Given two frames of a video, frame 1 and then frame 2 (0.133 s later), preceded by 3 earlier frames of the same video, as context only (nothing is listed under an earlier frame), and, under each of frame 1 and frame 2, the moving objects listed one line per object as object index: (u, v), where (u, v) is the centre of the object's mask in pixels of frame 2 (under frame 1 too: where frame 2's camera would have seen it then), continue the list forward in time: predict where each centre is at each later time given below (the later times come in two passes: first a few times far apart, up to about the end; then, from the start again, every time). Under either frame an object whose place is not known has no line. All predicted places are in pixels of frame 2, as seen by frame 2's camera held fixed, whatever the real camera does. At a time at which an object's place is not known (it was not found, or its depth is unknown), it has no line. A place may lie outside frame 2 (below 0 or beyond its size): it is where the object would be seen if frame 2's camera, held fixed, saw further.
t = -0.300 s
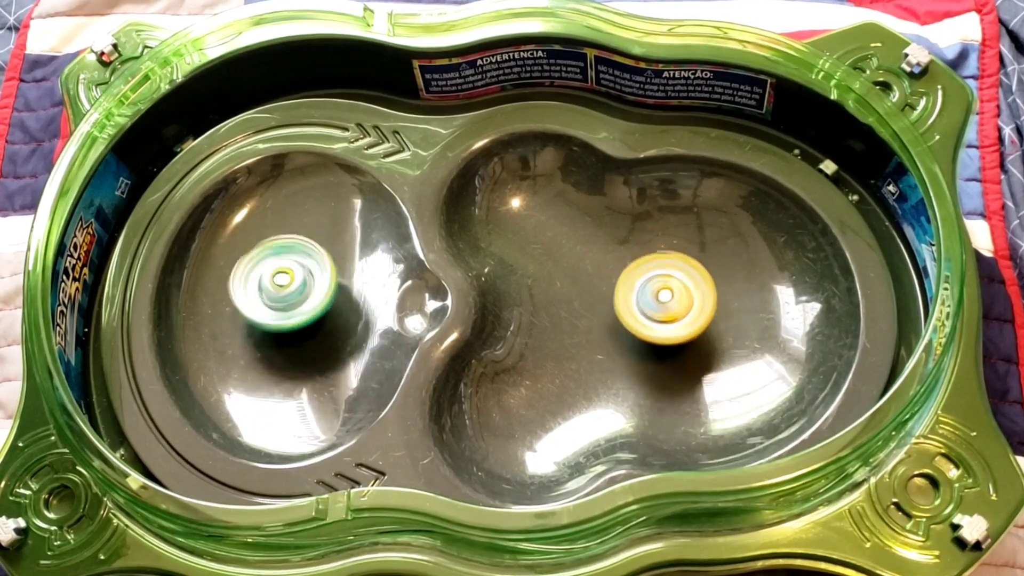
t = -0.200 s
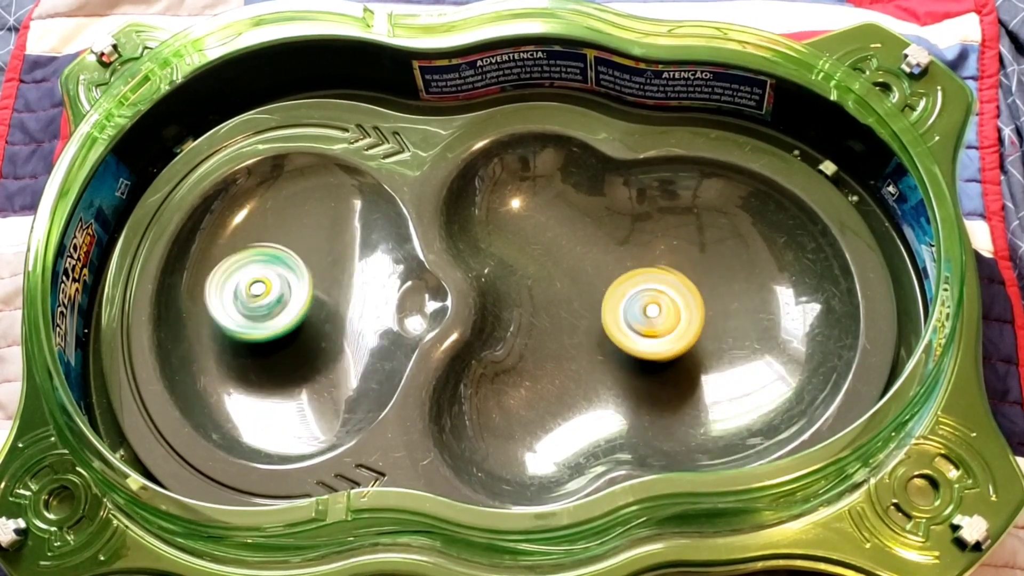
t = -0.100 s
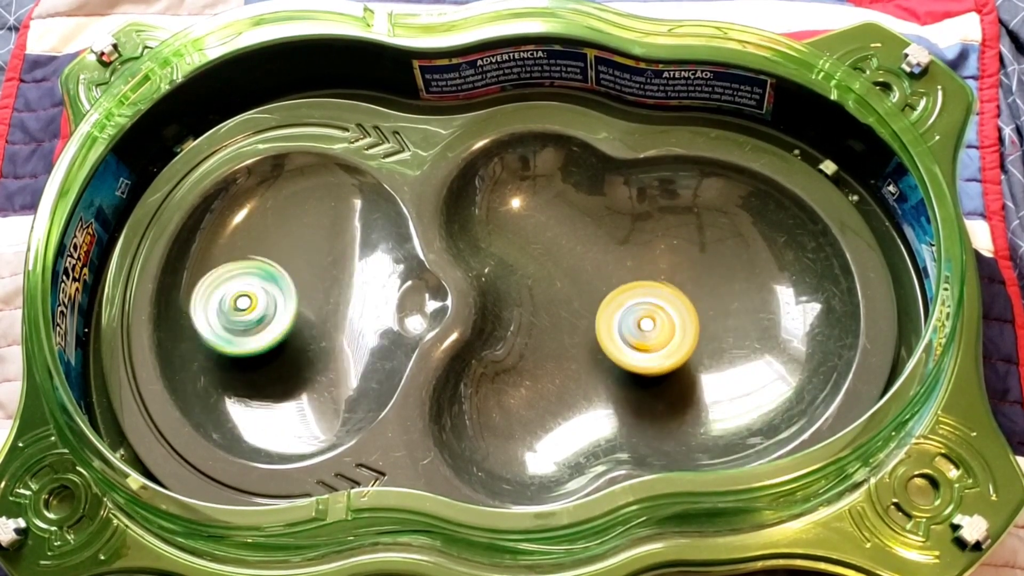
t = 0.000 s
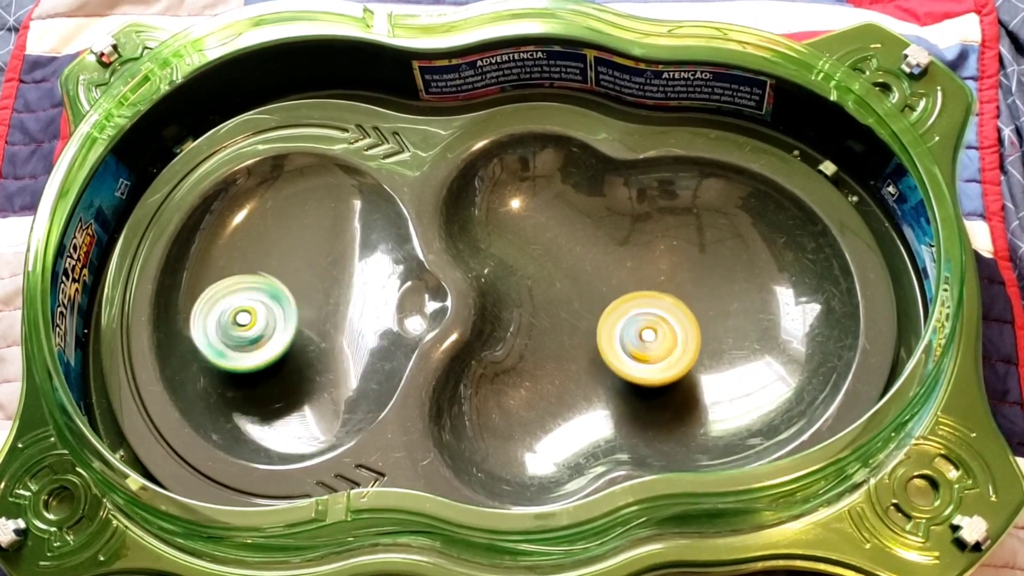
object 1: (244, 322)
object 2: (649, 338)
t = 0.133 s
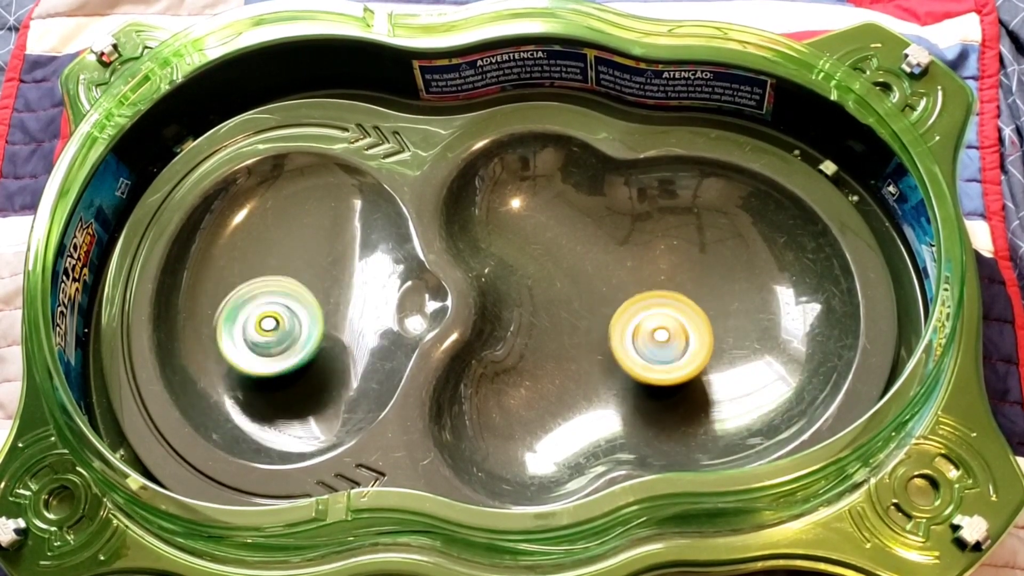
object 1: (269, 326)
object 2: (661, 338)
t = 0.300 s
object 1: (305, 302)
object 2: (681, 321)
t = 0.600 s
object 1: (317, 237)
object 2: (677, 281)
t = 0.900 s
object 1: (272, 257)
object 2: (666, 302)
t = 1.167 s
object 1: (276, 321)
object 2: (693, 331)
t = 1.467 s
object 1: (318, 326)
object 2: (687, 311)
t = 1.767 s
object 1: (292, 278)
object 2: (649, 306)
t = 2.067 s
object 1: (253, 281)
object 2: (658, 312)
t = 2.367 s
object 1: (298, 293)
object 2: (698, 304)
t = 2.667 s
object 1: (327, 264)
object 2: (682, 298)
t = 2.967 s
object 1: (283, 279)
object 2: (664, 331)
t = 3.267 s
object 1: (268, 329)
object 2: (679, 321)
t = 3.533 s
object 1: (299, 319)
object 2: (670, 291)
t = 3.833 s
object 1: (305, 263)
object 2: (667, 301)
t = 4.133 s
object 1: (273, 257)
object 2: (692, 321)
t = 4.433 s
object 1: (288, 299)
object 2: (686, 312)
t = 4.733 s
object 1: (320, 304)
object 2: (656, 314)
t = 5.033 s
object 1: (291, 289)
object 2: (667, 320)
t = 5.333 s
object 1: (261, 302)
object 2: (694, 302)
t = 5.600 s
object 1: (292, 298)
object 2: (678, 299)
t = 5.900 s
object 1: (314, 264)
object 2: (667, 326)
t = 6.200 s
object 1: (288, 269)
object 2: (682, 318)
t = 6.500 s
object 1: (275, 311)
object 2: (670, 295)
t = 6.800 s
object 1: (301, 318)
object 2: (674, 312)
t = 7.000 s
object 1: (305, 292)
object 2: (689, 318)
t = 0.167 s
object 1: (278, 324)
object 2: (665, 337)
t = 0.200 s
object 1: (284, 320)
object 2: (670, 334)
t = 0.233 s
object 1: (293, 315)
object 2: (673, 330)
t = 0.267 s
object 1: (301, 309)
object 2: (677, 327)
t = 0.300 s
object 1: (305, 302)
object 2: (681, 321)
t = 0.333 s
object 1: (313, 295)
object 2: (681, 316)
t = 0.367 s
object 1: (318, 287)
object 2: (683, 311)
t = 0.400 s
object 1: (320, 278)
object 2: (685, 305)
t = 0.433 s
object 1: (324, 270)
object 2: (684, 300)
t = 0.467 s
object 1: (325, 262)
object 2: (684, 295)
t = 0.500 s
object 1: (324, 254)
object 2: (683, 290)
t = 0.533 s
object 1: (324, 247)
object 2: (681, 286)
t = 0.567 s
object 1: (322, 242)
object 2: (679, 284)
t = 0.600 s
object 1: (317, 237)
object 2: (677, 281)
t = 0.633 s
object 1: (314, 233)
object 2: (673, 280)
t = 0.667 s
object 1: (310, 231)
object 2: (671, 280)
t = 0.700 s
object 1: (303, 231)
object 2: (670, 280)
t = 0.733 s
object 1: (297, 232)
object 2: (667, 282)
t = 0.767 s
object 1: (293, 234)
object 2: (666, 285)
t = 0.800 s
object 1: (286, 238)
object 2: (665, 288)
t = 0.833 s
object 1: (281, 244)
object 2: (664, 293)
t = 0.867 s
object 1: (278, 250)
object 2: (665, 298)
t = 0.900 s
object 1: (272, 257)
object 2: (666, 302)
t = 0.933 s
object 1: (269, 265)
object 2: (668, 309)
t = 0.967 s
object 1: (268, 273)
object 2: (671, 314)
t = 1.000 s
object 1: (267, 283)
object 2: (673, 318)
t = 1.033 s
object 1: (266, 291)
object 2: (677, 323)
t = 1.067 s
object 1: (268, 299)
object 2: (681, 326)
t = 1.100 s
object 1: (270, 308)
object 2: (684, 328)
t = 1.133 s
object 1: (273, 315)
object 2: (689, 330)
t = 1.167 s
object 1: (276, 321)
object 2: (693, 331)
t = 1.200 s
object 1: (281, 328)
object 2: (695, 331)
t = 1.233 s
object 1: (286, 332)
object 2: (698, 331)
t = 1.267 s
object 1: (290, 335)
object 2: (700, 328)
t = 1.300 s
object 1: (297, 337)
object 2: (700, 326)
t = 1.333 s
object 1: (303, 337)
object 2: (701, 324)
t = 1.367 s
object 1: (306, 336)
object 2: (698, 320)
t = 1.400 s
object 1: (312, 334)
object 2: (696, 317)
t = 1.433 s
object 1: (317, 330)
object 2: (693, 314)
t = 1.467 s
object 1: (318, 326)
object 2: (687, 311)
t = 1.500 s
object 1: (320, 321)
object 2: (683, 309)
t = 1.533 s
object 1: (321, 313)
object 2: (678, 306)
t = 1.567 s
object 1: (320, 308)
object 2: (672, 306)
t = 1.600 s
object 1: (317, 303)
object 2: (668, 304)
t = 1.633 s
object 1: (314, 295)
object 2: (663, 303)
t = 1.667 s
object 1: (310, 291)
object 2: (658, 304)
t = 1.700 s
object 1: (306, 285)
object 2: (655, 304)
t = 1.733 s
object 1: (298, 281)
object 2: (651, 305)
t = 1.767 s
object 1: (292, 278)
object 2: (649, 306)
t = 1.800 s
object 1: (286, 274)
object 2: (648, 306)
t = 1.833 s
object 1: (279, 273)
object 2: (646, 307)
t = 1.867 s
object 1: (273, 272)
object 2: (647, 309)
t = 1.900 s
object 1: (267, 270)
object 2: (647, 308)
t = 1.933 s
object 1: (263, 272)
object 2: (648, 310)
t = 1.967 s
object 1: (258, 274)
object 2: (651, 310)
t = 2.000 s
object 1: (254, 275)
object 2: (652, 311)
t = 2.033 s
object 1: (252, 278)
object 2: (655, 313)
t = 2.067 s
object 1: (253, 281)
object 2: (658, 312)
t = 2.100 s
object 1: (253, 285)
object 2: (663, 314)
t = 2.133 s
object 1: (255, 289)
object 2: (668, 315)
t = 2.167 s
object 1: (261, 290)
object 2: (672, 315)
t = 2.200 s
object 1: (265, 293)
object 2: (678, 314)
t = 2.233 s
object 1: (271, 295)
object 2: (683, 311)
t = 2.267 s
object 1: (276, 295)
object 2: (687, 311)
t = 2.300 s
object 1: (284, 295)
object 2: (692, 309)
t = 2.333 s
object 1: (292, 294)
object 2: (694, 306)
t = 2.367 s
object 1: (298, 293)
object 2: (698, 304)
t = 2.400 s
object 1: (304, 291)
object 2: (700, 300)
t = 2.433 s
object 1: (310, 287)
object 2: (699, 299)
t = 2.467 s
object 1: (315, 285)
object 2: (700, 297)
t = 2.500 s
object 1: (321, 281)
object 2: (698, 295)
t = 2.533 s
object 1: (323, 278)
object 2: (696, 295)
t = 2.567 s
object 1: (326, 274)
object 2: (694, 294)
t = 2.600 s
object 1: (328, 269)
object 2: (689, 295)
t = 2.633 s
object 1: (328, 267)
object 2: (687, 296)
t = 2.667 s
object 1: (327, 264)
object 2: (682, 298)
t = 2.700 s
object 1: (323, 261)
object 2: (679, 301)
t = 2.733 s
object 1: (320, 261)
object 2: (676, 304)
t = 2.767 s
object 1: (317, 260)
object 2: (672, 308)
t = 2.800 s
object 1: (310, 262)
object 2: (669, 312)
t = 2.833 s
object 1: (305, 264)
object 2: (667, 315)
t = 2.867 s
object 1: (299, 267)
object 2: (666, 320)
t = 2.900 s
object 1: (294, 270)
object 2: (664, 323)
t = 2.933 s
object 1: (290, 274)
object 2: (663, 328)
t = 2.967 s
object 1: (283, 279)
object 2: (664, 331)
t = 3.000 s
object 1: (278, 285)
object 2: (665, 332)
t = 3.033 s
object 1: (273, 290)
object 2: (667, 334)
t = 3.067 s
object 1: (270, 296)
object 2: (669, 334)
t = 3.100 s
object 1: (268, 302)
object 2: (670, 334)
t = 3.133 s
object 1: (265, 309)
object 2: (674, 333)
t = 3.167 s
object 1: (263, 315)
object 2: (674, 331)
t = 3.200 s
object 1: (263, 319)
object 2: (677, 329)
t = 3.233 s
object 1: (264, 324)
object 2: (678, 324)
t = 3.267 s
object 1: (268, 329)
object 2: (679, 321)
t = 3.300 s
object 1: (269, 332)
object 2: (679, 316)
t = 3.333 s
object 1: (273, 335)
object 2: (678, 313)
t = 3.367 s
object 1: (277, 334)
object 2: (678, 308)
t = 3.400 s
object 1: (282, 334)
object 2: (676, 303)
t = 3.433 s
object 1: (288, 331)
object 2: (675, 300)
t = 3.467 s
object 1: (292, 329)
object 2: (673, 296)
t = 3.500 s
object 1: (297, 325)
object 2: (671, 294)
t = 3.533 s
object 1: (299, 319)
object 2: (670, 291)
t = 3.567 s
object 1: (303, 314)
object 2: (667, 290)
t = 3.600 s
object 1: (307, 307)
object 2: (666, 290)
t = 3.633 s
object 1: (309, 301)
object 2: (665, 289)
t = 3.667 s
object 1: (311, 294)
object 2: (664, 290)
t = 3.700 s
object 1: (309, 287)
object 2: (664, 290)
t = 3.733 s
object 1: (309, 280)
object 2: (663, 293)
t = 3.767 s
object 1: (307, 273)
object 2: (665, 295)
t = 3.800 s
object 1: (306, 268)
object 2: (664, 297)
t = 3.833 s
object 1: (305, 263)
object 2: (667, 301)
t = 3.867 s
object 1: (301, 258)
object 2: (668, 303)
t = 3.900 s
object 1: (297, 255)
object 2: (671, 308)
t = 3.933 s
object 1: (293, 251)
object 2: (674, 310)
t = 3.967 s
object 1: (289, 250)
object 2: (676, 313)
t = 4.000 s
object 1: (286, 247)
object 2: (680, 315)
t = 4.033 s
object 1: (282, 249)
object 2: (683, 317)
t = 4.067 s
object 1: (279, 250)
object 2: (687, 319)
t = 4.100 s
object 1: (275, 253)
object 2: (689, 320)
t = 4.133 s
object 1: (273, 257)
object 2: (692, 321)
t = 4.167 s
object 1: (271, 260)
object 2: (695, 321)
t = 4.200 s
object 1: (270, 266)
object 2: (696, 321)
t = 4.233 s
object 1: (272, 270)
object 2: (698, 320)
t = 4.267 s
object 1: (272, 276)
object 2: (696, 319)
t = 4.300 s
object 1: (275, 281)
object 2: (697, 318)
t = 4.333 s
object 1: (276, 286)
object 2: (694, 315)
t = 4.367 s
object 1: (279, 291)
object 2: (693, 315)
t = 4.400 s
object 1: (284, 294)
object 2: (690, 312)
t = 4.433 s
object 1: (288, 299)
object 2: (686, 312)
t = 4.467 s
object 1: (293, 302)
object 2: (683, 311)
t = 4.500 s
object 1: (297, 305)
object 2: (679, 311)
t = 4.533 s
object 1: (302, 308)
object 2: (675, 309)
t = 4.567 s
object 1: (305, 309)
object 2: (670, 309)
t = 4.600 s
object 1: (309, 310)
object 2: (667, 310)
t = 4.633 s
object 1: (313, 308)
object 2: (663, 310)
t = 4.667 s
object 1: (316, 308)
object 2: (660, 312)
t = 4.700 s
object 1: (320, 306)
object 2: (658, 312)
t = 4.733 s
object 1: (320, 304)
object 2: (656, 314)
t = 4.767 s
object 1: (321, 303)
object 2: (656, 314)
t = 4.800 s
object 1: (319, 300)
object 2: (654, 315)
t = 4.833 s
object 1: (317, 298)
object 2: (656, 316)
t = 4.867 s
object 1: (313, 294)
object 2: (655, 317)
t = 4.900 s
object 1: (309, 293)
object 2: (657, 318)
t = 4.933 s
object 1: (306, 290)
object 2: (658, 317)
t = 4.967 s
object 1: (301, 290)
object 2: (661, 319)
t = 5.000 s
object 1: (297, 289)
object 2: (663, 318)
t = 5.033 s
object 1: (291, 289)
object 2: (667, 320)
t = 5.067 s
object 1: (286, 290)
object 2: (671, 318)
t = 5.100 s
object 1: (279, 290)
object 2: (675, 318)
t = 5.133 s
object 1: (274, 292)
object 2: (679, 316)
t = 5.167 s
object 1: (269, 292)
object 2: (682, 315)
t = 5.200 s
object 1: (265, 294)
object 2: (686, 312)
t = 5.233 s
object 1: (263, 295)
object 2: (689, 310)
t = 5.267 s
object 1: (261, 298)
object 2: (692, 307)
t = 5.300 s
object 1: (262, 300)
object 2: (692, 305)
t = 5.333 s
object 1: (261, 302)
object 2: (694, 302)
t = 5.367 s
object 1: (263, 305)
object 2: (693, 299)
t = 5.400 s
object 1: (264, 305)
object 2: (693, 298)
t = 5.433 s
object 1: (268, 306)
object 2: (691, 296)
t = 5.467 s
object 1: (270, 304)
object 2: (689, 296)
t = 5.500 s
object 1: (275, 304)
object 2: (686, 295)
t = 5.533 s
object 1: (281, 302)
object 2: (684, 296)
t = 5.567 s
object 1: (286, 301)
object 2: (681, 297)
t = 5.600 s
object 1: (292, 298)
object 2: (678, 299)
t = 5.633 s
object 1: (296, 296)
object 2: (676, 301)
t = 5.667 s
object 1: (302, 292)
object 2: (672, 304)
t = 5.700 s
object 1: (305, 288)
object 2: (671, 307)
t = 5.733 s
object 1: (308, 285)
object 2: (668, 309)
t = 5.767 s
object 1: (310, 280)
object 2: (667, 313)
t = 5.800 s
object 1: (313, 277)
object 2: (666, 316)
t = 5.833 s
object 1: (313, 271)
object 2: (666, 320)
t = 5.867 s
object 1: (315, 269)
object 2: (666, 323)
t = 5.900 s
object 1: (314, 264)
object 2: (667, 326)
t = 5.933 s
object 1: (313, 262)
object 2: (668, 327)
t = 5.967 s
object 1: (313, 259)
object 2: (670, 329)
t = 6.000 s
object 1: (310, 259)
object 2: (672, 329)
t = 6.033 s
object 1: (309, 258)
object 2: (674, 329)
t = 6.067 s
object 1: (304, 259)
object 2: (677, 328)
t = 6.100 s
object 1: (302, 261)
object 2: (679, 326)
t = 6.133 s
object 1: (296, 263)
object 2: (680, 324)
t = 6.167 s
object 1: (294, 266)
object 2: (681, 321)
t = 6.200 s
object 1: (288, 269)
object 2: (682, 318)
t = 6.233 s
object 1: (286, 273)
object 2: (681, 315)
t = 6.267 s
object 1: (281, 277)
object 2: (682, 311)
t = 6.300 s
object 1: (279, 282)
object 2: (680, 309)
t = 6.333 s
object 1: (276, 286)
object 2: (680, 305)
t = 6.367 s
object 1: (274, 292)
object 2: (678, 302)
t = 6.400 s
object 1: (274, 296)
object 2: (677, 300)
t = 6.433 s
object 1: (273, 302)
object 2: (675, 298)
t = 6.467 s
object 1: (274, 306)
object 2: (673, 296)
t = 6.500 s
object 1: (275, 311)
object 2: (670, 295)
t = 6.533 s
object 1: (278, 315)
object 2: (669, 295)
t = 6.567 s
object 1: (279, 319)
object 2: (667, 296)
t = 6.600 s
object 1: (283, 321)
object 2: (666, 298)
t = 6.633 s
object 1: (285, 323)
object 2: (665, 299)
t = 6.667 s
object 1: (289, 324)
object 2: (666, 302)
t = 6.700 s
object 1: (291, 324)
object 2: (667, 305)
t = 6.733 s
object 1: (295, 323)
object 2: (669, 308)
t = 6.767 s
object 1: (297, 320)
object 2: (671, 310)
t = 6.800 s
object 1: (301, 318)
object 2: (674, 312)
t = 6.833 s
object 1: (301, 314)
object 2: (676, 313)
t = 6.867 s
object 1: (304, 311)
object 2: (679, 315)
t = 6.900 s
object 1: (304, 306)
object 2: (682, 315)
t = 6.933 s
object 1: (306, 302)
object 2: (685, 317)
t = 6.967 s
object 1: (305, 296)
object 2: (687, 317)
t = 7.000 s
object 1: (305, 292)
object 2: (689, 318)
